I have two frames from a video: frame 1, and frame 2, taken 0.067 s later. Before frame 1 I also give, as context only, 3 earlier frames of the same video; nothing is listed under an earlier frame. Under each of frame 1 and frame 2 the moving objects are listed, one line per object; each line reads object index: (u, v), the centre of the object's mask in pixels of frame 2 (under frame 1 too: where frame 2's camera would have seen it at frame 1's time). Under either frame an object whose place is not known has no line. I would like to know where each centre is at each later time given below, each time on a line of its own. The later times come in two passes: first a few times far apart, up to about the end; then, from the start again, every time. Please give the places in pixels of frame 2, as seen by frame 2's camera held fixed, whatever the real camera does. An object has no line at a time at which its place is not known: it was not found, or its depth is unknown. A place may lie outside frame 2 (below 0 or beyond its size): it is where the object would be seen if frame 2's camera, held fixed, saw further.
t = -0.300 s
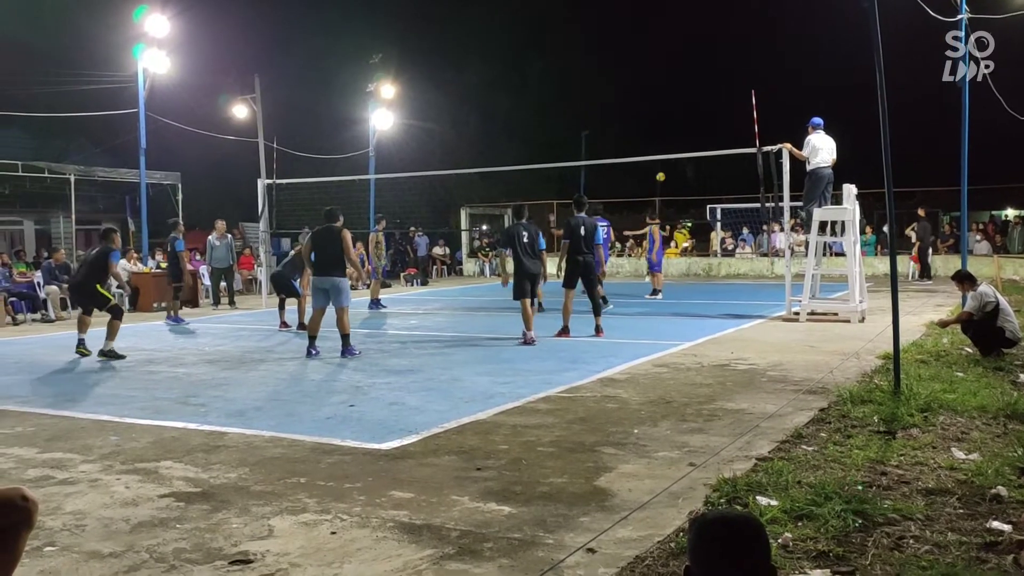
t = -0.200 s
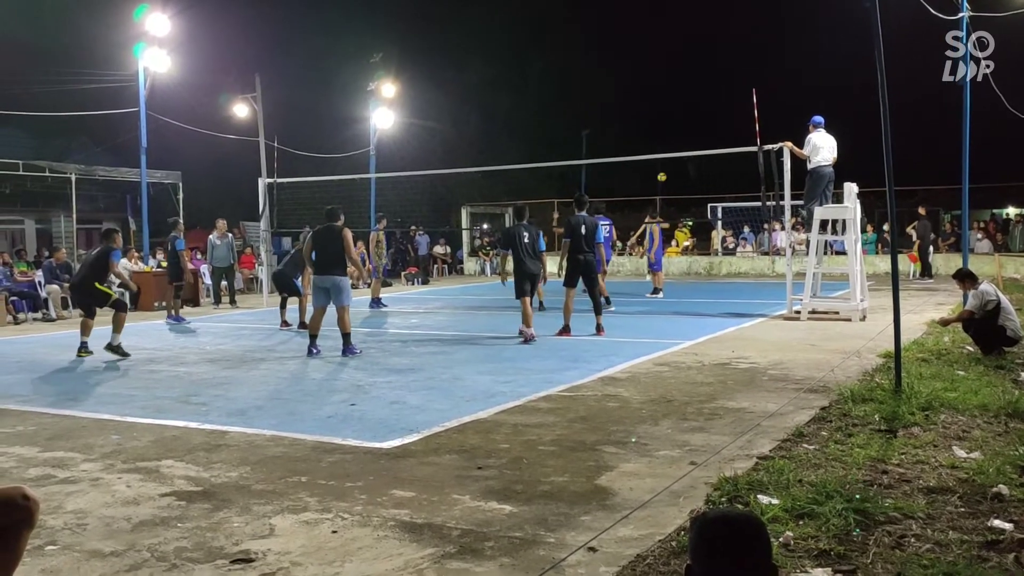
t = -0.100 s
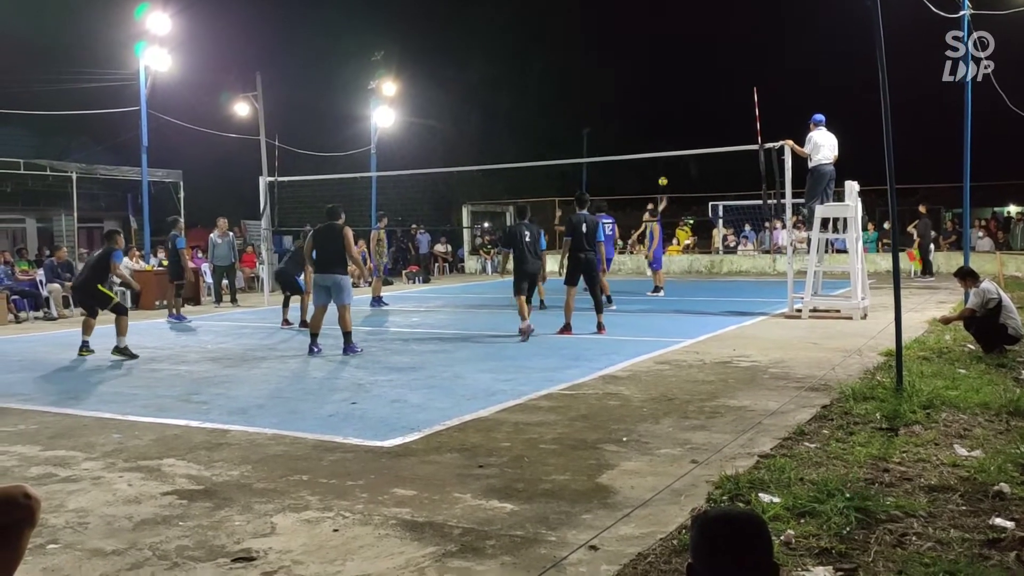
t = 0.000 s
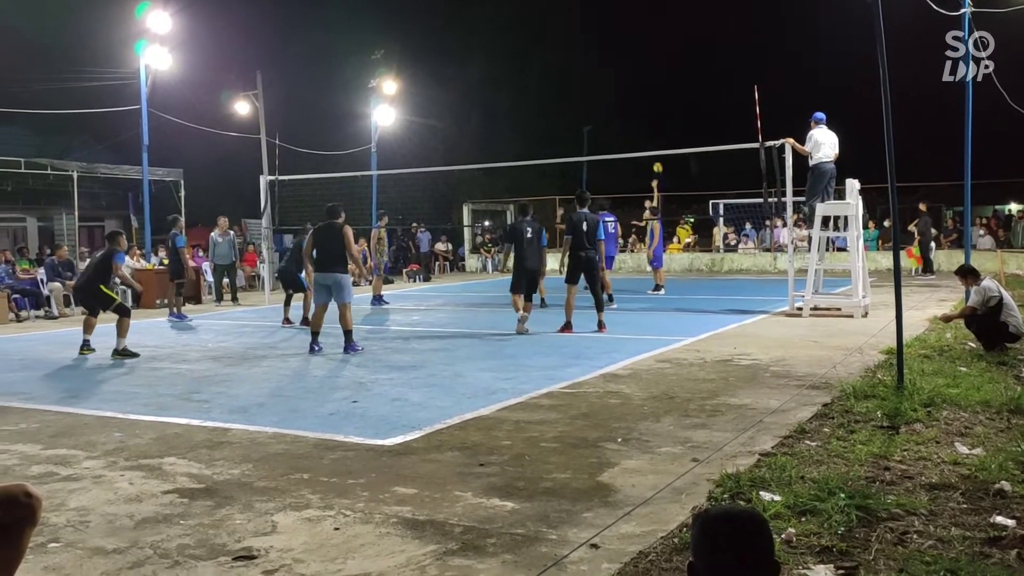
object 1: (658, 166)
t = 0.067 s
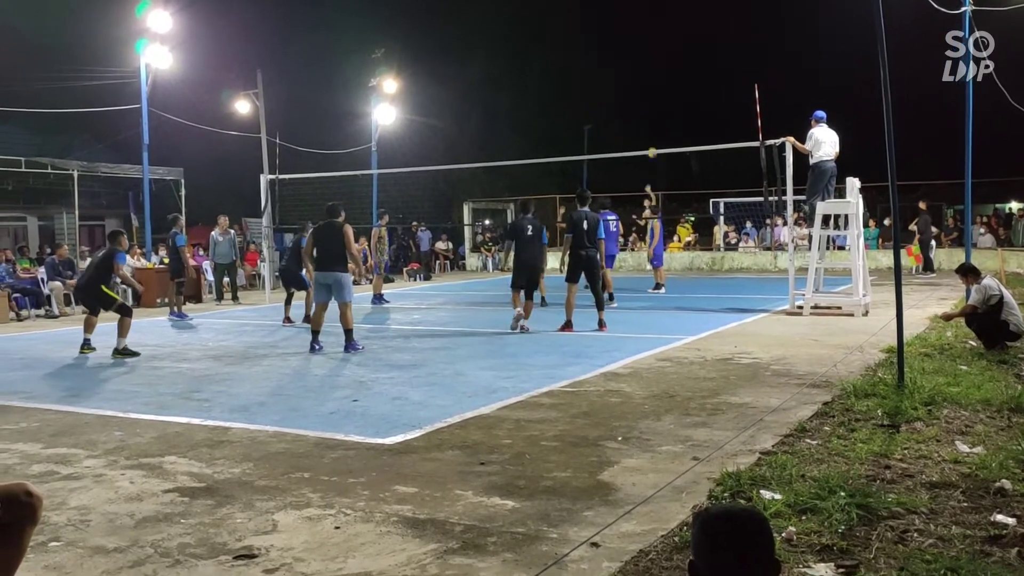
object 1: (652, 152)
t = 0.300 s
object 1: (630, 113)
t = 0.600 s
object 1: (598, 93)
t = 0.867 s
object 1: (569, 117)
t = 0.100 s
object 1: (649, 145)
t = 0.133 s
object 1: (646, 140)
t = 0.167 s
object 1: (643, 134)
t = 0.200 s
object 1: (640, 128)
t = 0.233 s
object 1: (637, 122)
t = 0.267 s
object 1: (633, 118)
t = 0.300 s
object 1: (630, 113)
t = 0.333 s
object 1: (626, 109)
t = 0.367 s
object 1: (623, 105)
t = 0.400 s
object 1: (619, 102)
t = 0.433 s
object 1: (615, 99)
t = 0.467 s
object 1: (612, 97)
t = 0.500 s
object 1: (608, 95)
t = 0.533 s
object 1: (605, 94)
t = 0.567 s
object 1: (601, 93)
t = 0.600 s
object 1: (598, 93)
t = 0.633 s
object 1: (594, 93)
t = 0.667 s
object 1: (590, 95)
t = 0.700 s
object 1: (586, 97)
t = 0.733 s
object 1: (583, 99)
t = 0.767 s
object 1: (579, 103)
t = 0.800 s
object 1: (576, 107)
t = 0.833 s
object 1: (572, 112)
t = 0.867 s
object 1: (569, 117)
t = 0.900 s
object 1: (566, 124)
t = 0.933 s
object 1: (562, 131)
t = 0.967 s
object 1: (559, 139)
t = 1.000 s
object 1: (555, 149)
